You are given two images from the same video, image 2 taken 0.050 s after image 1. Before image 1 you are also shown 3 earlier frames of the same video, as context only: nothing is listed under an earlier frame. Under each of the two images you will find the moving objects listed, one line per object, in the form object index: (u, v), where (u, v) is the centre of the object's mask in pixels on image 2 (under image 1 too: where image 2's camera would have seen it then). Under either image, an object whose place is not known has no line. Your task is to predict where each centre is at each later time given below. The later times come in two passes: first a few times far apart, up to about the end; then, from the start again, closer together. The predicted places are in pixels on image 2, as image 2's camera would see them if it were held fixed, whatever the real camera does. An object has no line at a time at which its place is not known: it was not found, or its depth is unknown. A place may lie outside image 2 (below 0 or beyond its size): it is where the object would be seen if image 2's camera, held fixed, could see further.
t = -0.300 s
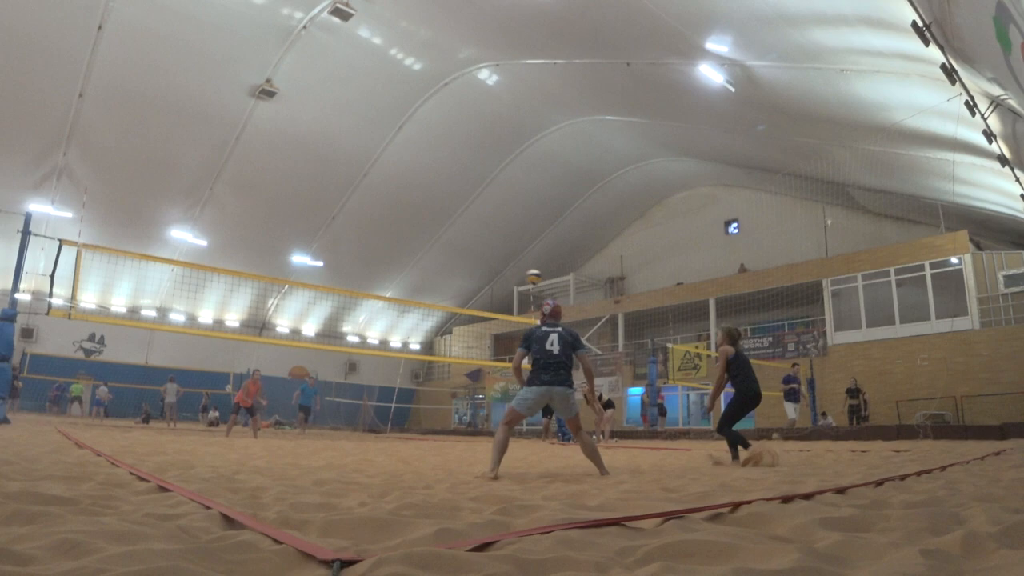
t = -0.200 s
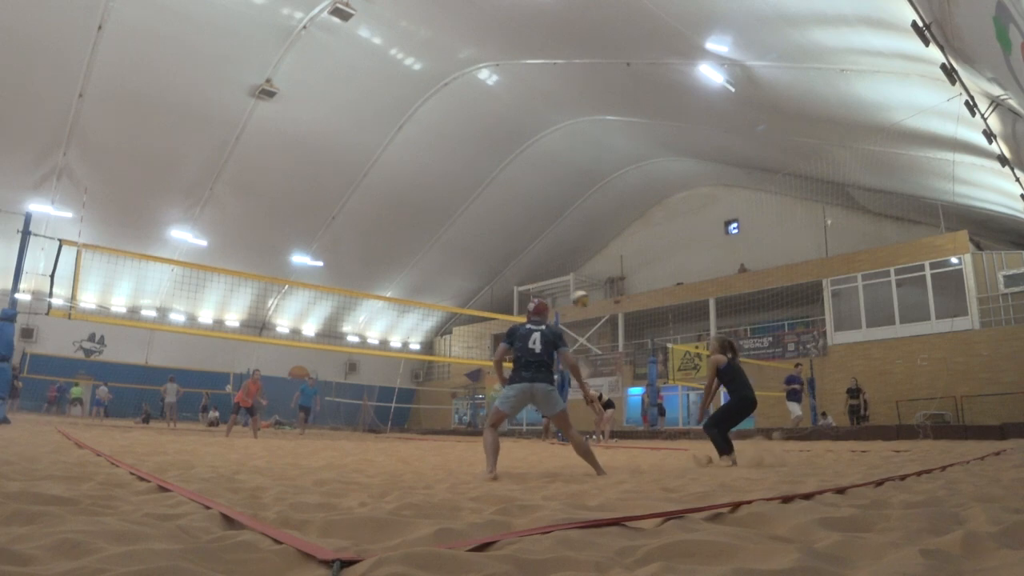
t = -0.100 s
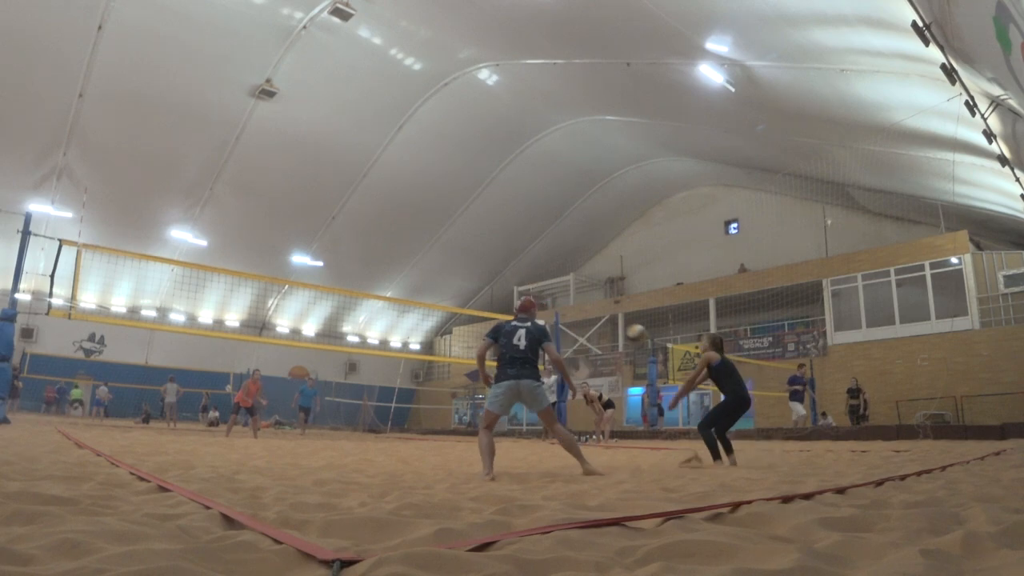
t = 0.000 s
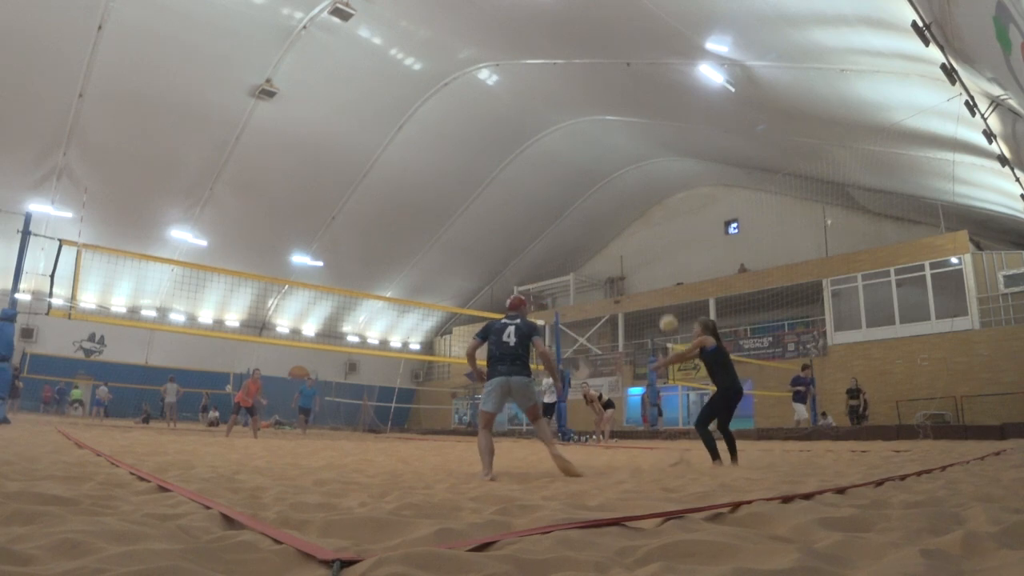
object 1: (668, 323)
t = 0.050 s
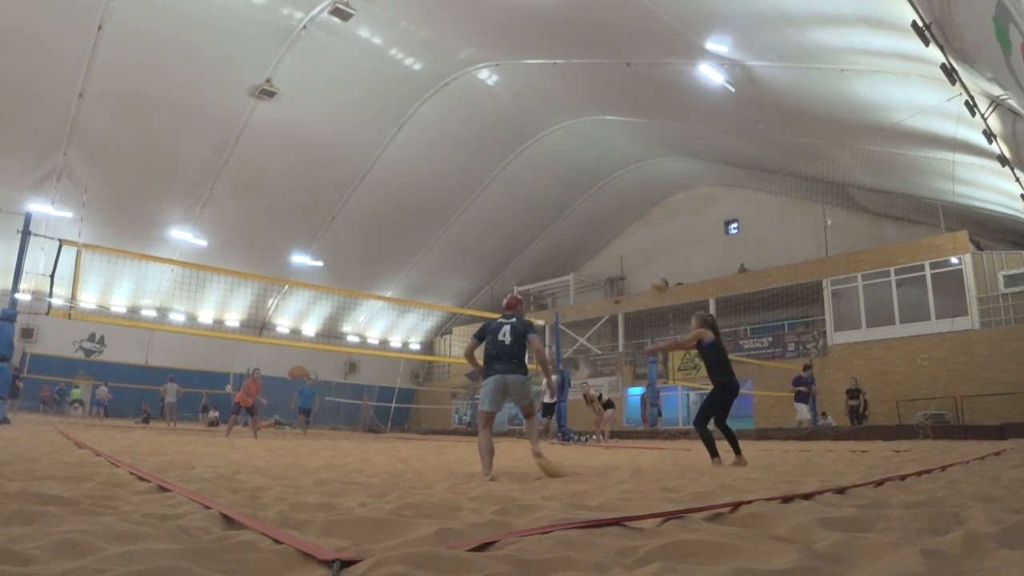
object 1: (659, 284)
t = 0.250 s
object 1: (621, 152)
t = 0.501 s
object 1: (583, 56)
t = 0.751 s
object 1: (551, 14)
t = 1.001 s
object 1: (524, 14)
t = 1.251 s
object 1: (496, 56)
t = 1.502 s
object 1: (466, 142)
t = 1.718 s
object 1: (436, 260)
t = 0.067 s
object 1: (655, 271)
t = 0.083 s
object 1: (652, 258)
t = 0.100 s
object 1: (648, 245)
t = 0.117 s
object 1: (645, 234)
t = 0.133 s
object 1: (641, 222)
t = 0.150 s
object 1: (638, 210)
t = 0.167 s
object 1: (635, 199)
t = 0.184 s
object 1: (632, 188)
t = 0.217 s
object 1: (626, 169)
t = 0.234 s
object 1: (624, 160)
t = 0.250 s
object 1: (621, 152)
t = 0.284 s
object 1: (615, 136)
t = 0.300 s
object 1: (613, 127)
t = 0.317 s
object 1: (610, 120)
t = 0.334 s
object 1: (608, 112)
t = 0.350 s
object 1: (605, 106)
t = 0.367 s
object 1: (603, 99)
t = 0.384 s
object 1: (600, 93)
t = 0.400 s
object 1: (598, 86)
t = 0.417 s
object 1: (595, 80)
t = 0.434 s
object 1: (592, 75)
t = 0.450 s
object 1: (590, 69)
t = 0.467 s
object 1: (588, 64)
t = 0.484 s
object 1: (585, 60)
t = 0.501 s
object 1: (583, 56)
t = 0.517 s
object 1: (580, 52)
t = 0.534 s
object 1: (579, 48)
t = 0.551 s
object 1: (577, 44)
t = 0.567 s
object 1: (574, 40)
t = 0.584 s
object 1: (573, 36)
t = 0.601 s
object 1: (570, 33)
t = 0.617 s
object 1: (568, 30)
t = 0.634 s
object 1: (566, 27)
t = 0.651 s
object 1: (564, 24)
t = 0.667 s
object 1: (562, 22)
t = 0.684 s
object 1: (560, 20)
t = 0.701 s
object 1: (558, 18)
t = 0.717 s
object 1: (556, 16)
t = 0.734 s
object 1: (553, 15)
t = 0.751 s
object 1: (551, 14)
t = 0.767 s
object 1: (550, 12)
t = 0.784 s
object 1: (548, 11)
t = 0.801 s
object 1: (547, 10)
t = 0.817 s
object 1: (545, 9)
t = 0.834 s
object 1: (543, 9)
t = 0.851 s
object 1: (541, 9)
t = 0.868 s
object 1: (539, 9)
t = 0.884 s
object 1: (537, 8)
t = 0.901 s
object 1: (535, 8)
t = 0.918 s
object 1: (533, 9)
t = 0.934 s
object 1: (531, 9)
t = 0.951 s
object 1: (529, 10)
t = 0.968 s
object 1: (527, 12)
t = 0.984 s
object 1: (525, 13)
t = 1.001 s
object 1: (524, 14)
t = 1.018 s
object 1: (522, 16)
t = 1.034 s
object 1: (520, 17)
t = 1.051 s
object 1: (519, 19)
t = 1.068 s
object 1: (516, 21)
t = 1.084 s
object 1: (515, 24)
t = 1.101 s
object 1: (512, 26)
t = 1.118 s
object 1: (511, 28)
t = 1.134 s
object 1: (509, 31)
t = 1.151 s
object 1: (507, 33)
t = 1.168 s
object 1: (505, 37)
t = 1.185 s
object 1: (503, 40)
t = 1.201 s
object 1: (501, 44)
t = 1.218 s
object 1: (499, 48)
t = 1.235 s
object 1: (498, 52)
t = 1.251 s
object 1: (496, 56)
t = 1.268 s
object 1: (494, 60)
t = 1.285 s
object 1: (493, 65)
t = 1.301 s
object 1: (490, 70)
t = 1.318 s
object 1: (488, 74)
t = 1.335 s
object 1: (485, 78)
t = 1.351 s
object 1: (484, 84)
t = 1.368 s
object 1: (482, 89)
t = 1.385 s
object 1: (480, 95)
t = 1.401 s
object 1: (478, 102)
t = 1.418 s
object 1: (476, 108)
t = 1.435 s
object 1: (474, 115)
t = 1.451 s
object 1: (472, 122)
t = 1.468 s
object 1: (470, 128)
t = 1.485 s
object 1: (468, 135)
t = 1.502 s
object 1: (466, 142)
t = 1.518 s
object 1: (464, 150)
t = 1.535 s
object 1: (462, 158)
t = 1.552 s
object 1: (459, 166)
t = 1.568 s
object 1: (456, 173)
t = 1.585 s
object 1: (454, 182)
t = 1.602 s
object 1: (452, 191)
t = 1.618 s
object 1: (450, 200)
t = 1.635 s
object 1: (448, 210)
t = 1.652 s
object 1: (446, 220)
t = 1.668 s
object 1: (443, 230)
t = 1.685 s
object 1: (442, 239)
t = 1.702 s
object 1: (439, 249)
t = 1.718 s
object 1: (436, 260)
